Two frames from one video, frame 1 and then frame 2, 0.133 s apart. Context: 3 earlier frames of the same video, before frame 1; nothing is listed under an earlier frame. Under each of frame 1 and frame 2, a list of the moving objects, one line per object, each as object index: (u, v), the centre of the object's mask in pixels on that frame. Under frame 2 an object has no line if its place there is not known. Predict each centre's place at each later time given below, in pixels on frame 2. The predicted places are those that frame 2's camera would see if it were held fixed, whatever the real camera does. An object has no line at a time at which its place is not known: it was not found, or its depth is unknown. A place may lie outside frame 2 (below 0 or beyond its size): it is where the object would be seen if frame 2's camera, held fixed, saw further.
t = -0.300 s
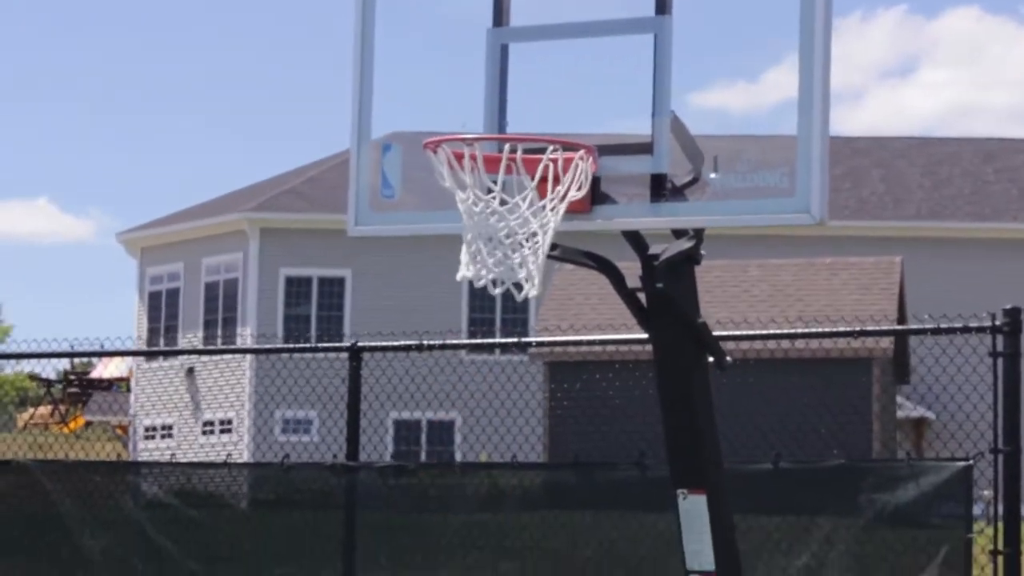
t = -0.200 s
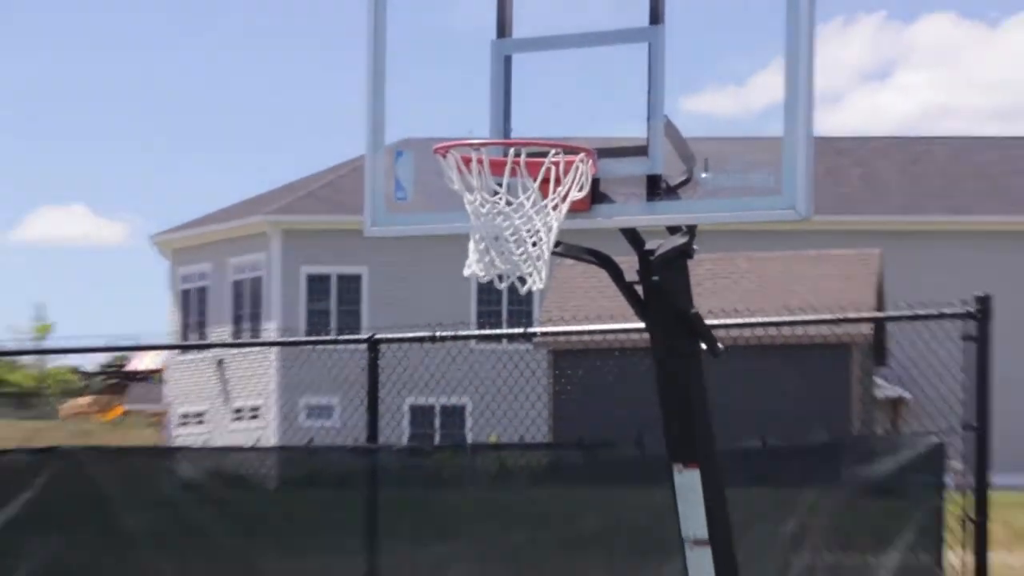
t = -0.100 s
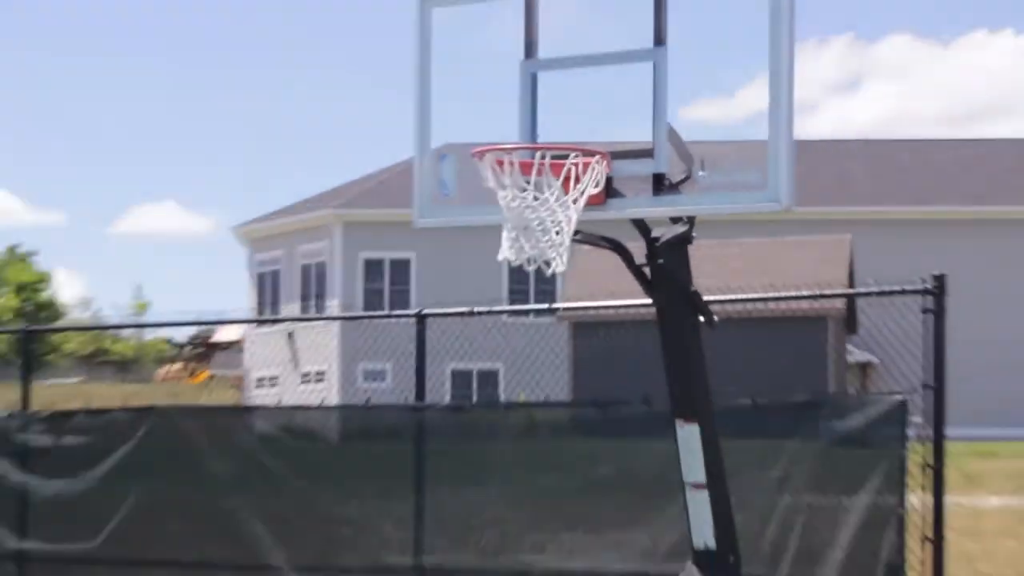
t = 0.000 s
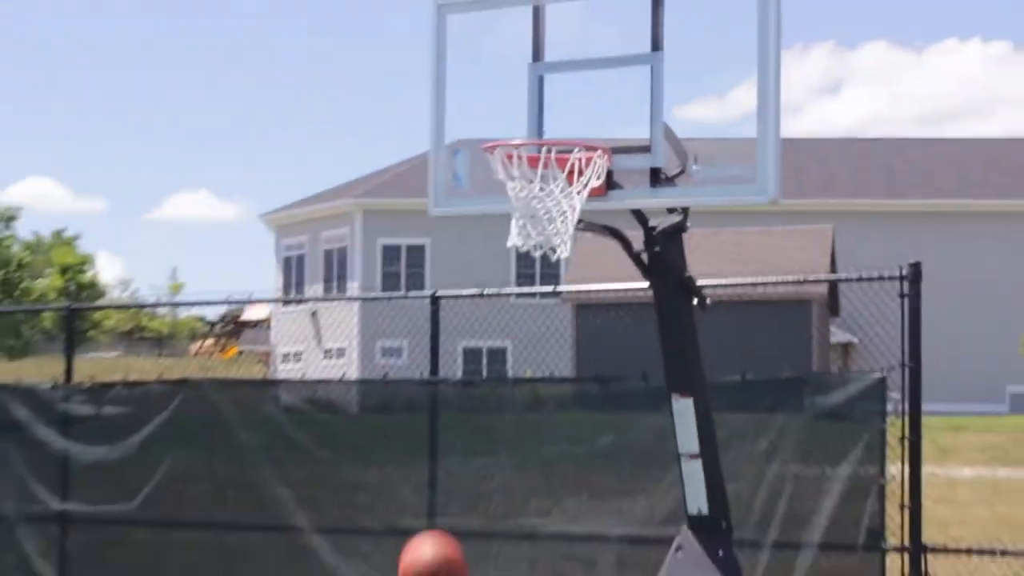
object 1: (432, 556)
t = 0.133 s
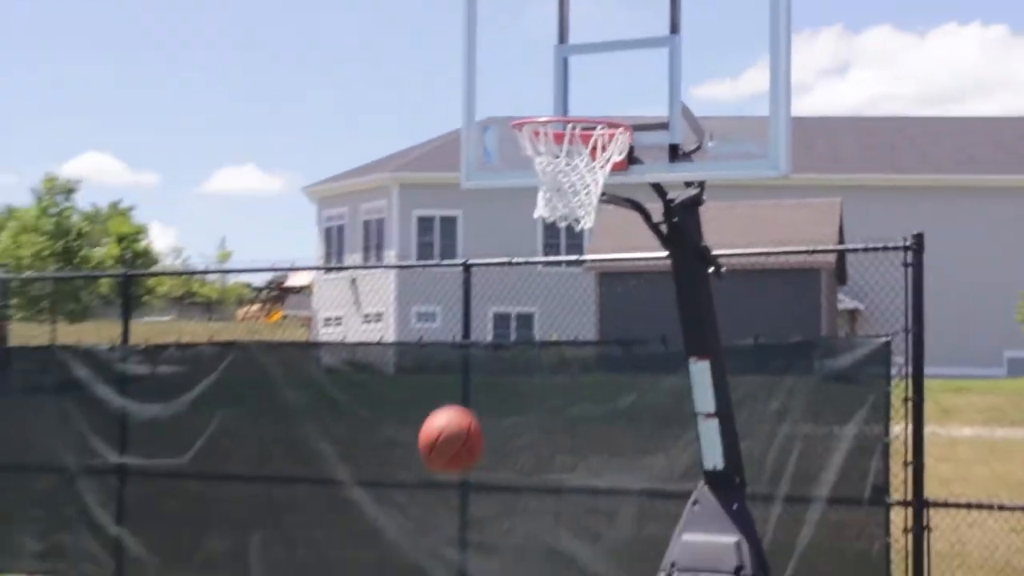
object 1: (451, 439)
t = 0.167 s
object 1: (447, 426)
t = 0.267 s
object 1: (435, 403)
